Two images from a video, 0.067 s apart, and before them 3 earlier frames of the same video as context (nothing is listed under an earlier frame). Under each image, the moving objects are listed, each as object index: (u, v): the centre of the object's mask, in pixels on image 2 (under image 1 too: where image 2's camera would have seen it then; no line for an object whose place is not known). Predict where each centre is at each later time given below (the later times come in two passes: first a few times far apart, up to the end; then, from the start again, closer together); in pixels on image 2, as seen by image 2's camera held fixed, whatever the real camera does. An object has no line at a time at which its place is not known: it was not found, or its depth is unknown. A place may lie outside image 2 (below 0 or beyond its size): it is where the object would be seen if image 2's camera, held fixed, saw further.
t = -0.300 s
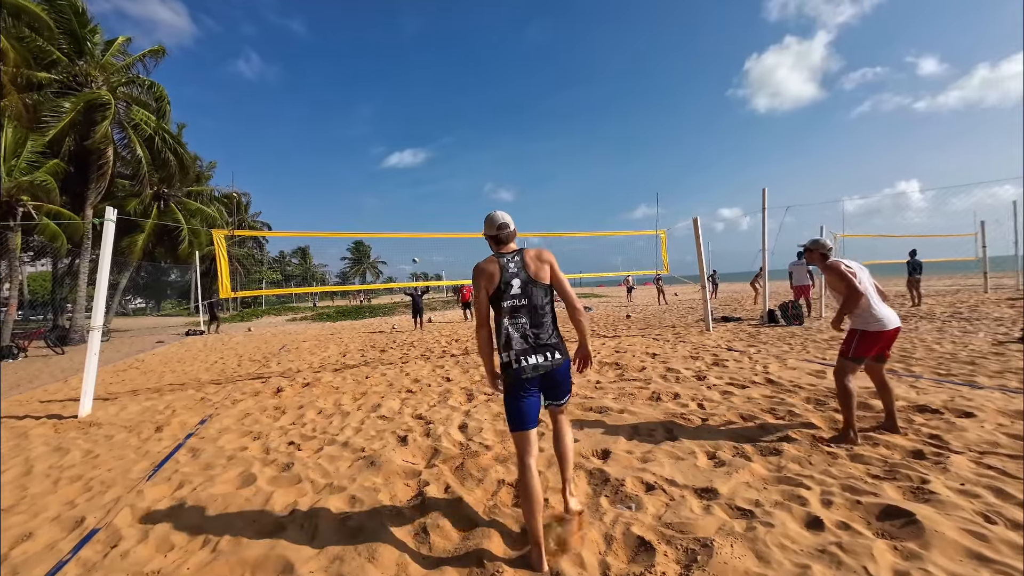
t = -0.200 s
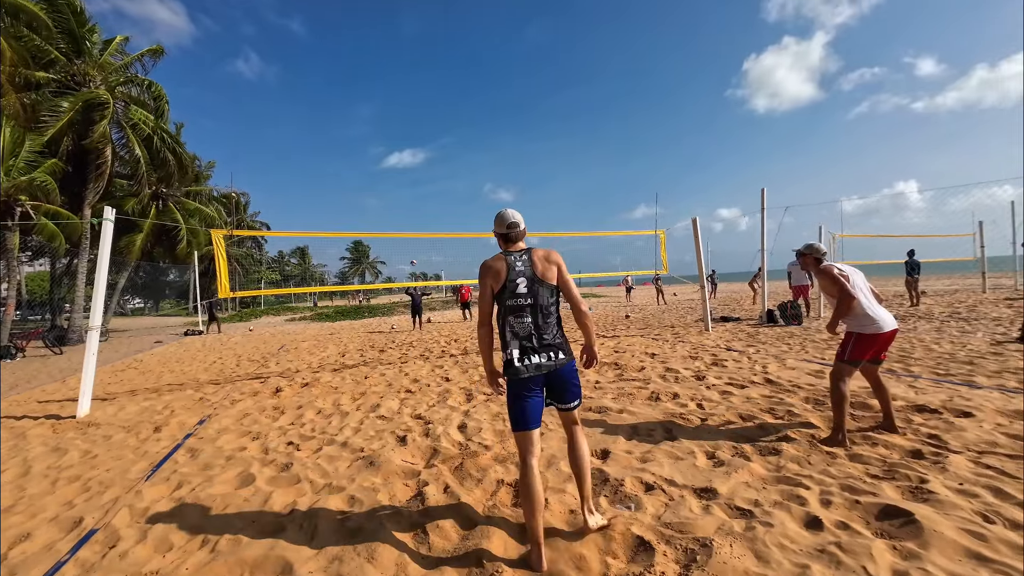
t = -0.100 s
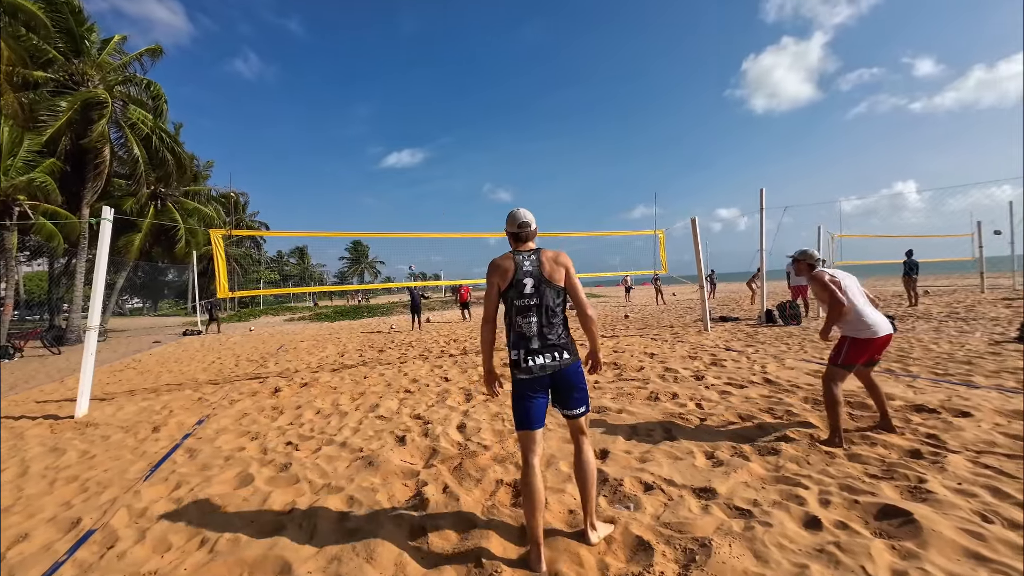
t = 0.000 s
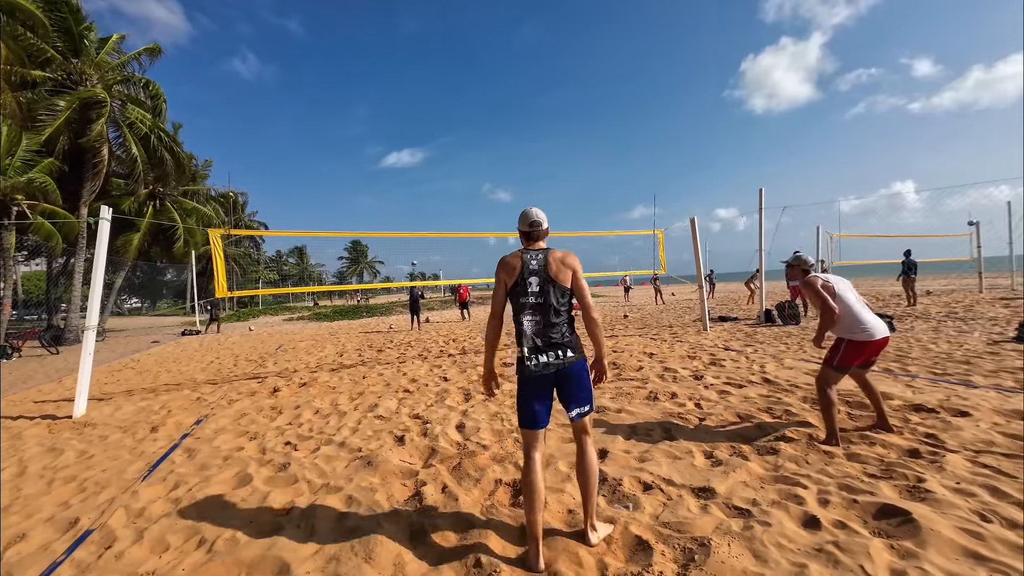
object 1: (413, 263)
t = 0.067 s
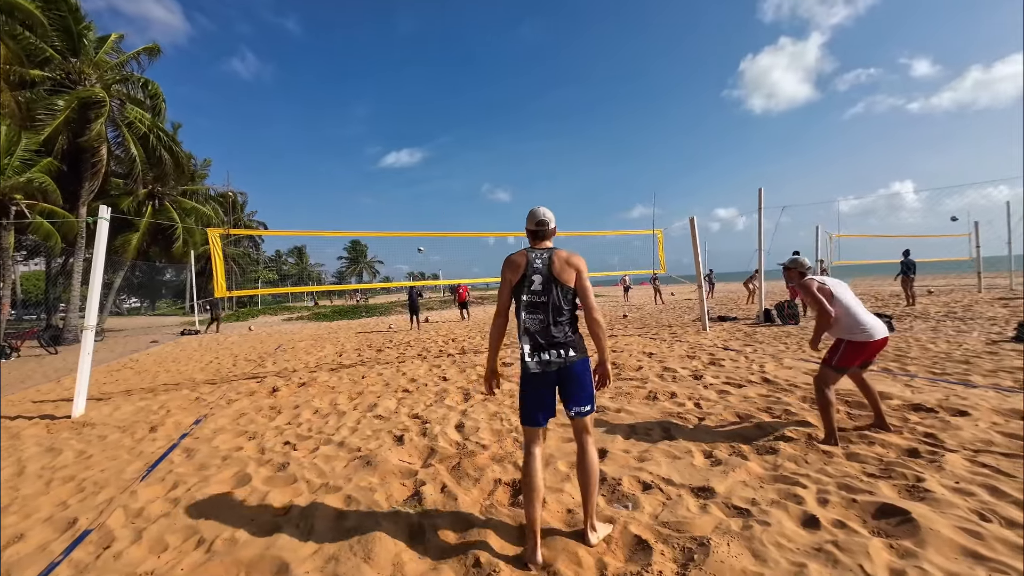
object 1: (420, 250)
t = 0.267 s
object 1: (447, 213)
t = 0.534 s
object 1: (500, 176)
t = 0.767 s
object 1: (573, 164)
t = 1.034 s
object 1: (721, 203)
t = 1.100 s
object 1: (779, 229)
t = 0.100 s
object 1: (424, 243)
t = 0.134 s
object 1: (428, 238)
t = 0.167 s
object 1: (433, 230)
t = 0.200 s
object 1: (438, 225)
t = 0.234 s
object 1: (442, 219)
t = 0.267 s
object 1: (447, 213)
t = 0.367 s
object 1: (464, 197)
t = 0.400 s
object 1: (471, 192)
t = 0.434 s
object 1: (477, 188)
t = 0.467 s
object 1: (485, 184)
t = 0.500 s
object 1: (492, 180)
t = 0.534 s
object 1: (500, 176)
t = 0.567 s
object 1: (509, 173)
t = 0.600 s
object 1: (518, 171)
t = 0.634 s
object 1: (527, 169)
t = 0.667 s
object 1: (538, 167)
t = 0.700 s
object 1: (549, 165)
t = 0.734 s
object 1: (560, 164)
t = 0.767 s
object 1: (573, 164)
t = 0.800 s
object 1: (587, 165)
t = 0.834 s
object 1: (602, 167)
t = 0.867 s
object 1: (617, 169)
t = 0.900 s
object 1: (635, 173)
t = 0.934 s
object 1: (653, 179)
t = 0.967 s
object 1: (674, 185)
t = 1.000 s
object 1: (696, 192)
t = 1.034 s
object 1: (721, 203)
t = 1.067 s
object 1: (748, 214)
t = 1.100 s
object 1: (779, 229)
